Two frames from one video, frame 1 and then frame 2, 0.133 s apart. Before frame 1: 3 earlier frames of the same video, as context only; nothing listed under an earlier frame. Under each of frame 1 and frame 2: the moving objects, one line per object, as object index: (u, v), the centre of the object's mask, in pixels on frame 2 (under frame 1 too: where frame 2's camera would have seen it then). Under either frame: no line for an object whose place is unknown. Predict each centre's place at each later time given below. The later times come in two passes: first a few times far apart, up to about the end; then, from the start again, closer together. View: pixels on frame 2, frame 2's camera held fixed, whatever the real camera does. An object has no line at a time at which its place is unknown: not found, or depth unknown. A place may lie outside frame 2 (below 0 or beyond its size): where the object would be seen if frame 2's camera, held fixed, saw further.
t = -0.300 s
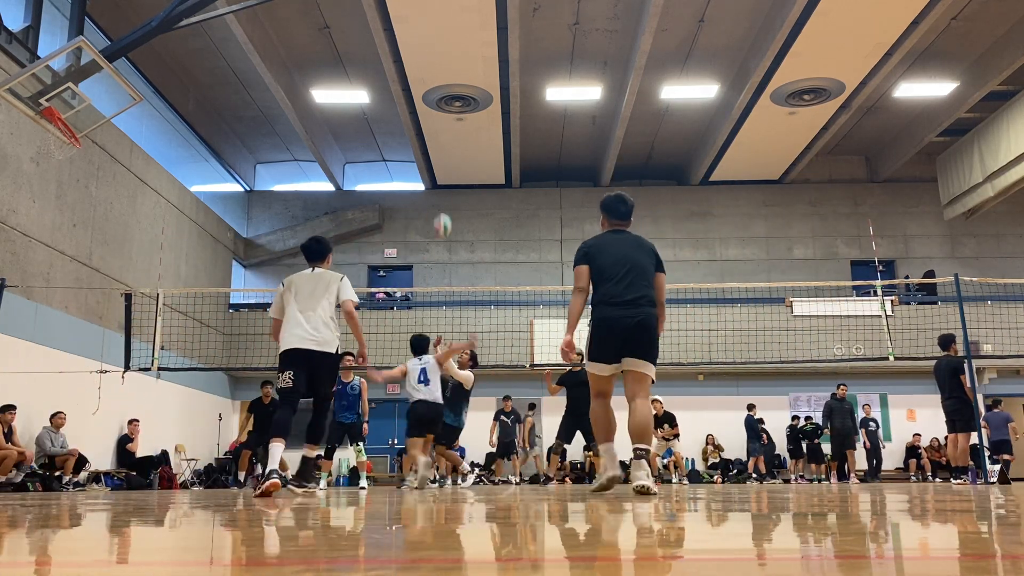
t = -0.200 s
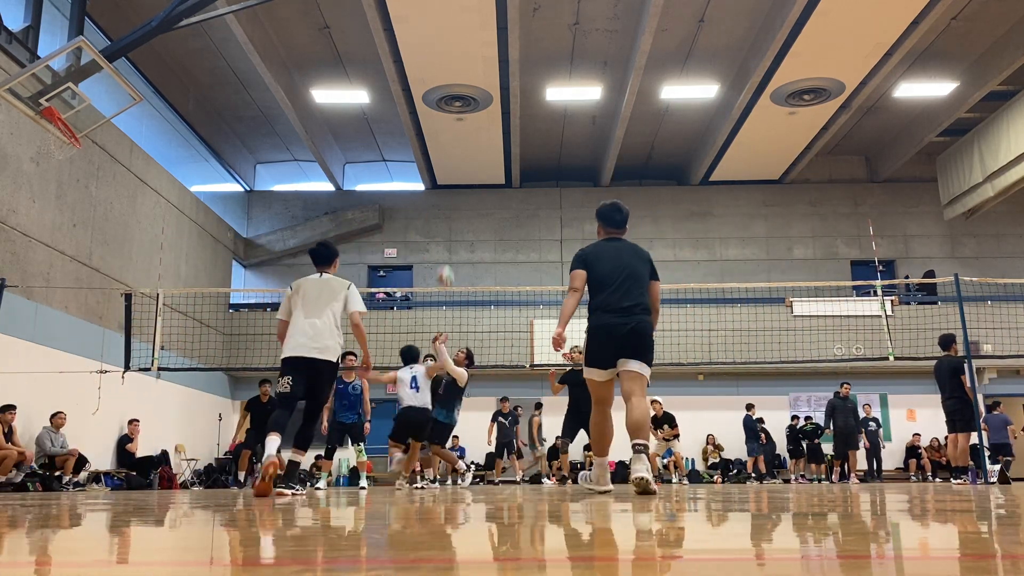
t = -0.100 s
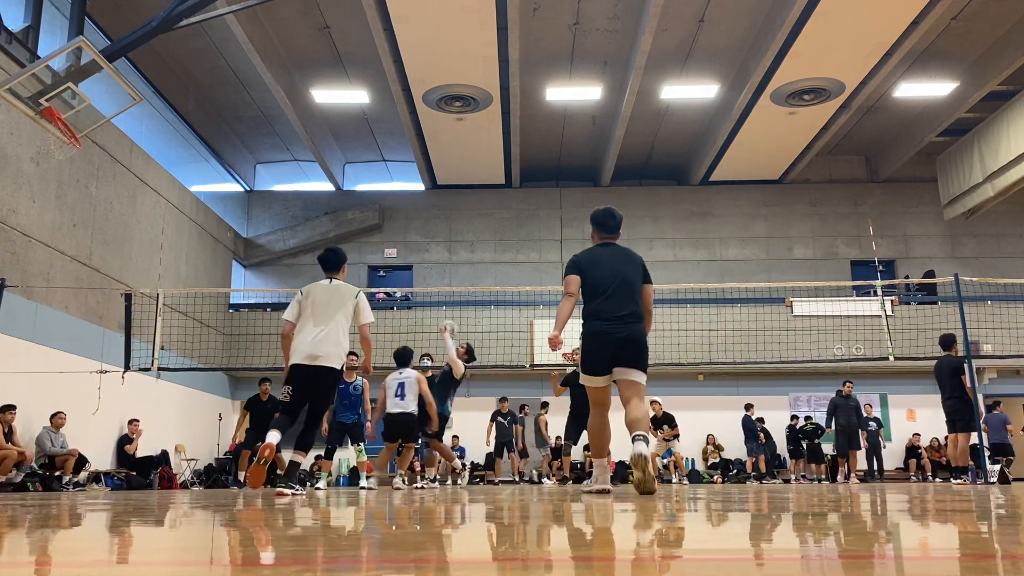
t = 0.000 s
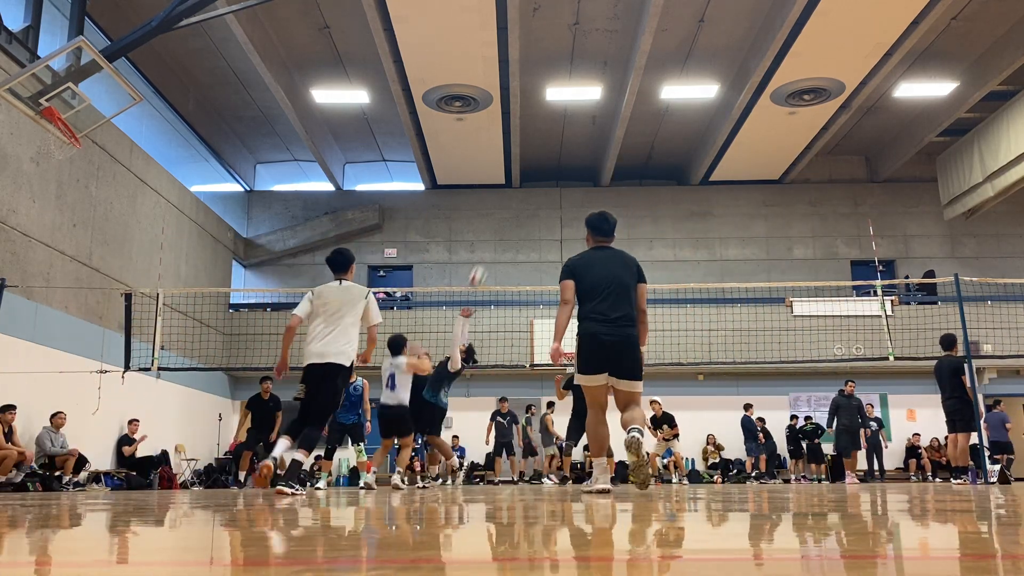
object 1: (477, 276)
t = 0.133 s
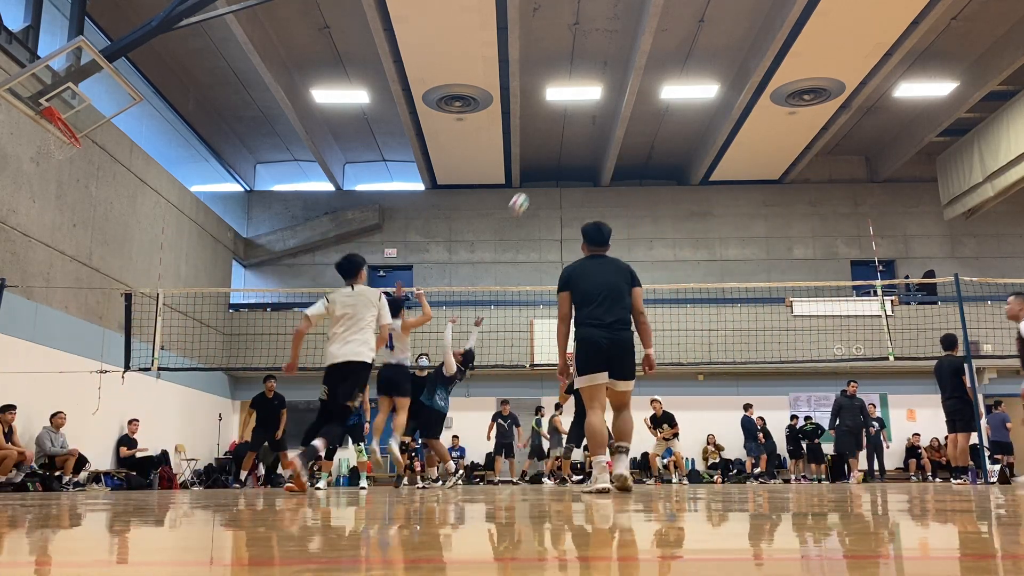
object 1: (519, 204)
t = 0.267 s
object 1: (557, 148)
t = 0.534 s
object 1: (630, 81)
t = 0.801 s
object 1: (702, 70)
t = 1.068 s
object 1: (777, 114)
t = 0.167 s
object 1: (529, 189)
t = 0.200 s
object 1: (538, 174)
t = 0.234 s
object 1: (547, 161)
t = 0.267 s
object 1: (557, 148)
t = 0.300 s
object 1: (566, 136)
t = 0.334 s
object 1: (575, 126)
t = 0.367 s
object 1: (584, 116)
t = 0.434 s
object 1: (604, 99)
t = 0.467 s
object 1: (612, 92)
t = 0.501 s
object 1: (621, 86)
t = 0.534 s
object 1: (630, 81)
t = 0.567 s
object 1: (639, 77)
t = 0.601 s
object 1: (648, 73)
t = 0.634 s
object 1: (657, 71)
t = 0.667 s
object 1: (666, 69)
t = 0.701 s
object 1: (675, 68)
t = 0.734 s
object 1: (684, 68)
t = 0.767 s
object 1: (693, 69)
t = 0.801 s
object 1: (702, 70)
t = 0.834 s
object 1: (712, 72)
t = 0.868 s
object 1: (721, 77)
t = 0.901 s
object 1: (730, 81)
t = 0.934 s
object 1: (739, 86)
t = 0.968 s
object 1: (748, 92)
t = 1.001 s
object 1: (757, 98)
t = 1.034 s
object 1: (767, 106)
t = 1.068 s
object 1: (777, 114)
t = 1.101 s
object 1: (786, 124)
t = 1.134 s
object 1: (795, 134)
